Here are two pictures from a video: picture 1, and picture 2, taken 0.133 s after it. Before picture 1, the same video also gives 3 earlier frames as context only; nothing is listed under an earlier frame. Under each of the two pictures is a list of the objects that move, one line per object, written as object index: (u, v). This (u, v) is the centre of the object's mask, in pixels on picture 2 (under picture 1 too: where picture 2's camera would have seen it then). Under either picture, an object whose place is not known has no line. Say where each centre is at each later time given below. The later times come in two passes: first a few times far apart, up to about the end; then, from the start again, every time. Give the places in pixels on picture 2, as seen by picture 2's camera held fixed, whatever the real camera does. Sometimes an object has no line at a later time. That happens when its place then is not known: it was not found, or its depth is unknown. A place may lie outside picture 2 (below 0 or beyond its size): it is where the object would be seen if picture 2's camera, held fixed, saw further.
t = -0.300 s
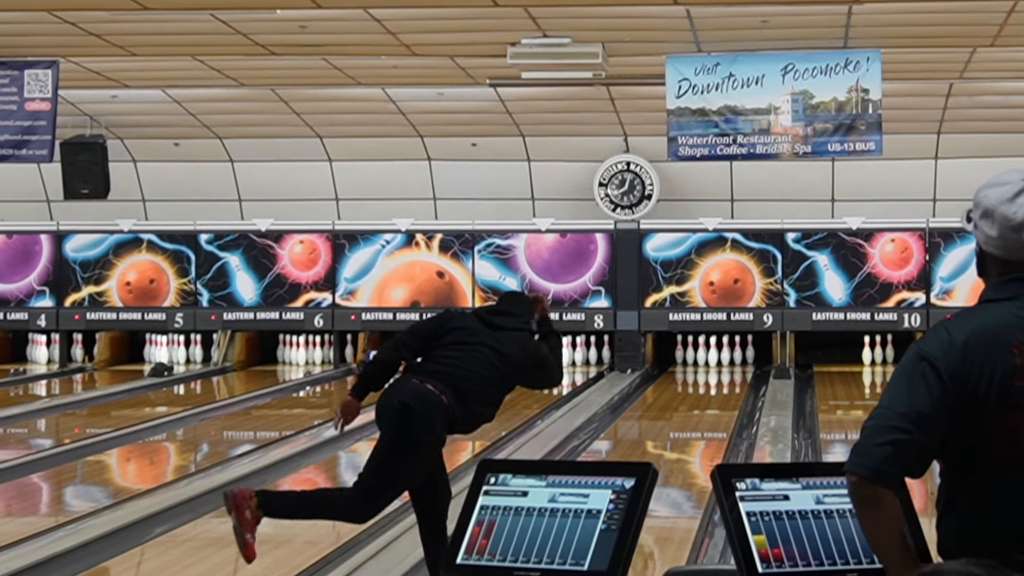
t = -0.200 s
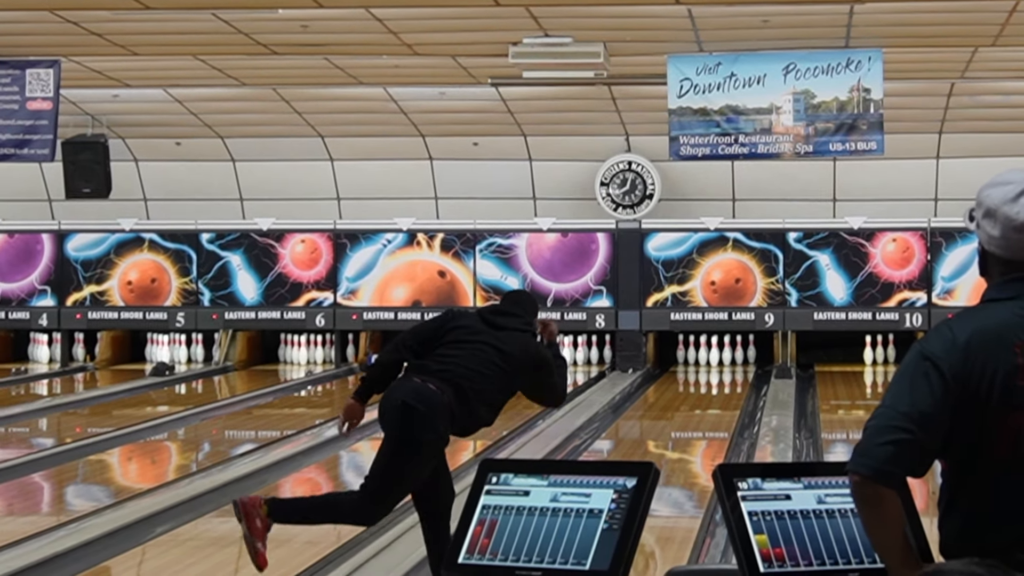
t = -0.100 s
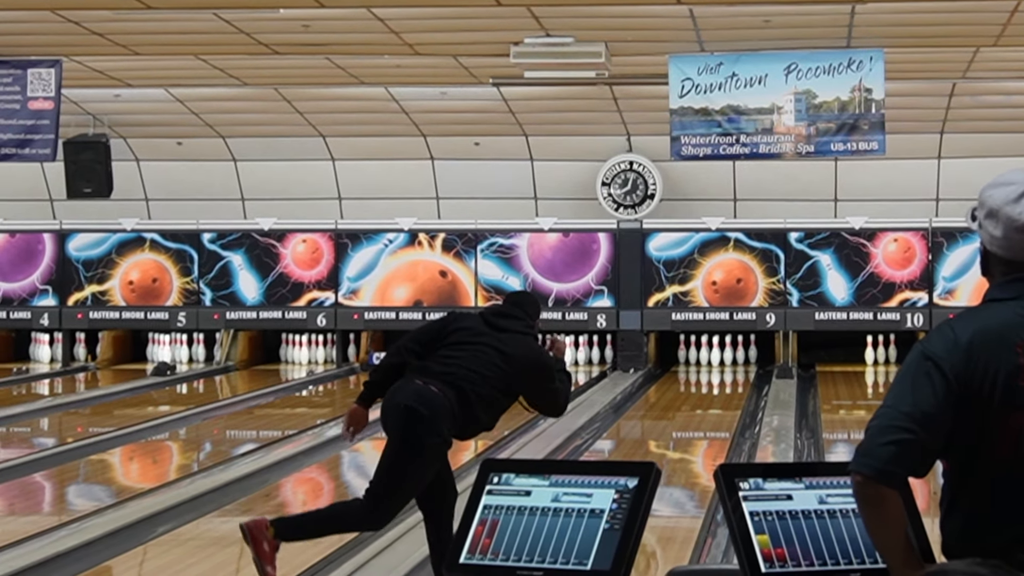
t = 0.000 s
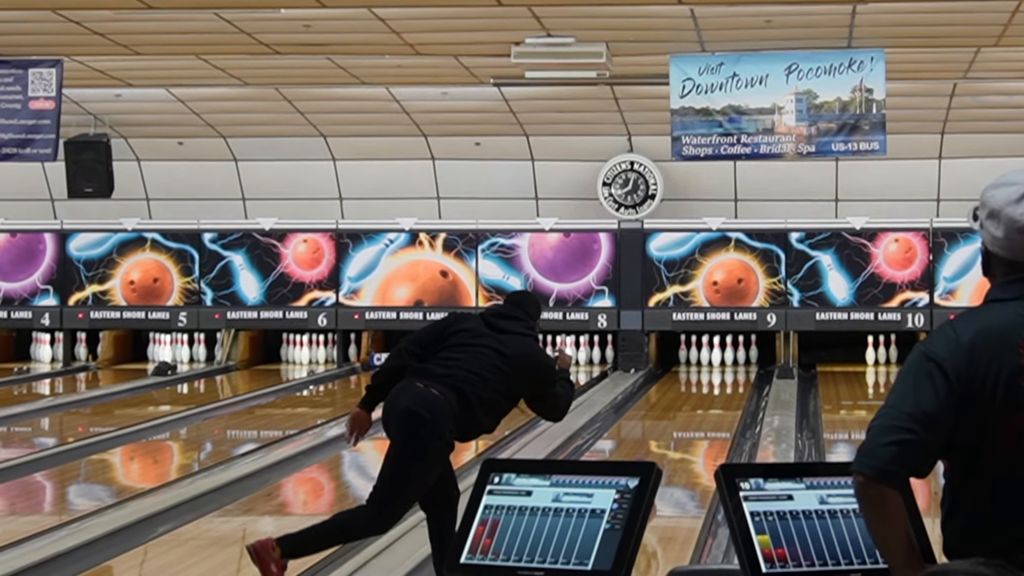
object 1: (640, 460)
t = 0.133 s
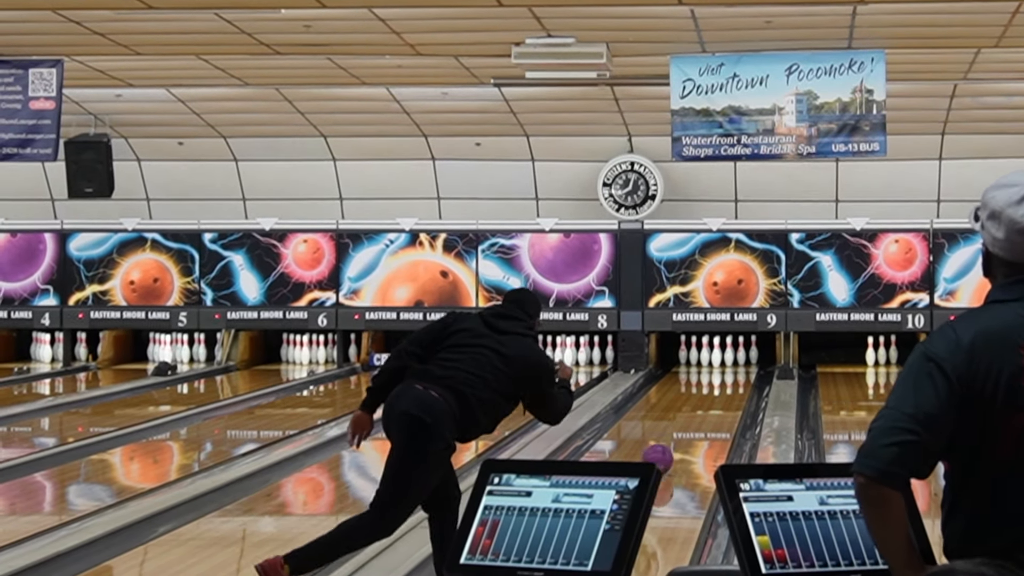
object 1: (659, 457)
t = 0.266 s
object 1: (674, 445)
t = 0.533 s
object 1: (698, 421)
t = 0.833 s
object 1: (719, 400)
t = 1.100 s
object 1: (731, 386)
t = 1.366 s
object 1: (737, 374)
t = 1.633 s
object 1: (733, 366)
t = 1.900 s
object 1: (728, 359)
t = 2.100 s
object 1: (731, 356)
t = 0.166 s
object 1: (662, 454)
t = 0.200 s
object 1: (666, 452)
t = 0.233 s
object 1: (670, 448)
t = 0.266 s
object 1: (674, 445)
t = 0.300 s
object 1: (677, 441)
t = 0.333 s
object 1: (680, 438)
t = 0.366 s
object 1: (683, 435)
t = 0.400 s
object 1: (687, 432)
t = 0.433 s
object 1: (689, 429)
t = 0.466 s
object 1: (693, 426)
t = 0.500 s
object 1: (696, 423)
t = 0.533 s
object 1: (698, 421)
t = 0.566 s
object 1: (701, 418)
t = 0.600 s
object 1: (703, 416)
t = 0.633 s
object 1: (706, 413)
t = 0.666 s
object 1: (708, 411)
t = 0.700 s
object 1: (711, 408)
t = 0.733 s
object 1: (713, 406)
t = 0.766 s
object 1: (715, 404)
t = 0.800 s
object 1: (717, 402)
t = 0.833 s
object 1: (719, 400)
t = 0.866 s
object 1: (720, 398)
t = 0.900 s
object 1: (723, 396)
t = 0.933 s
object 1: (724, 394)
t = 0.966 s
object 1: (725, 393)
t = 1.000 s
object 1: (727, 391)
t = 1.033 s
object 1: (729, 389)
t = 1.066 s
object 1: (729, 388)
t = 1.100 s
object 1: (731, 386)
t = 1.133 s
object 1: (732, 384)
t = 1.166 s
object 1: (733, 383)
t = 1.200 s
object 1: (734, 382)
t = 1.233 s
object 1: (734, 380)
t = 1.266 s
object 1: (735, 378)
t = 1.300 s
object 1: (736, 377)
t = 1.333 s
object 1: (736, 376)
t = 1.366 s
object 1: (737, 374)
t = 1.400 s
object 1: (737, 373)
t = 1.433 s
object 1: (737, 372)
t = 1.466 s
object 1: (736, 371)
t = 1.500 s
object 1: (736, 370)
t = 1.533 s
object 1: (735, 369)
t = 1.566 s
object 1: (735, 368)
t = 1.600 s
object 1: (734, 367)
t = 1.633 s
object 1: (733, 366)
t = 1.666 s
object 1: (732, 365)
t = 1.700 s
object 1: (731, 364)
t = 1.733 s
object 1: (730, 363)
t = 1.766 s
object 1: (730, 362)
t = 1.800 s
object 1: (728, 361)
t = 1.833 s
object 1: (727, 360)
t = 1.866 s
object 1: (727, 360)
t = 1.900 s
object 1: (728, 359)
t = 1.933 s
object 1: (728, 358)
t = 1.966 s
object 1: (729, 358)
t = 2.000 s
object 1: (730, 356)
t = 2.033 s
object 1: (730, 357)
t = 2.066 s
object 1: (730, 356)
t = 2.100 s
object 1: (731, 356)
